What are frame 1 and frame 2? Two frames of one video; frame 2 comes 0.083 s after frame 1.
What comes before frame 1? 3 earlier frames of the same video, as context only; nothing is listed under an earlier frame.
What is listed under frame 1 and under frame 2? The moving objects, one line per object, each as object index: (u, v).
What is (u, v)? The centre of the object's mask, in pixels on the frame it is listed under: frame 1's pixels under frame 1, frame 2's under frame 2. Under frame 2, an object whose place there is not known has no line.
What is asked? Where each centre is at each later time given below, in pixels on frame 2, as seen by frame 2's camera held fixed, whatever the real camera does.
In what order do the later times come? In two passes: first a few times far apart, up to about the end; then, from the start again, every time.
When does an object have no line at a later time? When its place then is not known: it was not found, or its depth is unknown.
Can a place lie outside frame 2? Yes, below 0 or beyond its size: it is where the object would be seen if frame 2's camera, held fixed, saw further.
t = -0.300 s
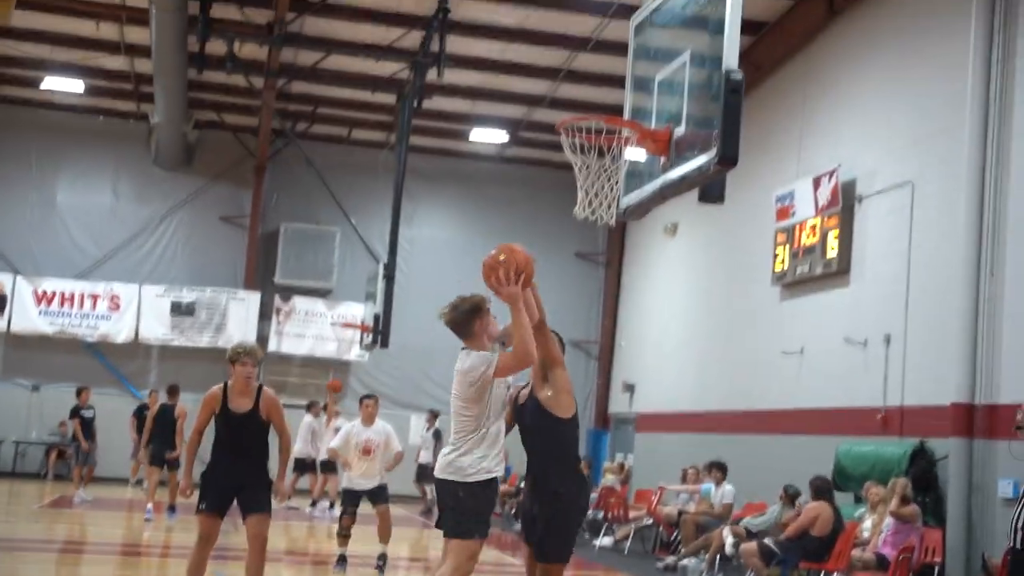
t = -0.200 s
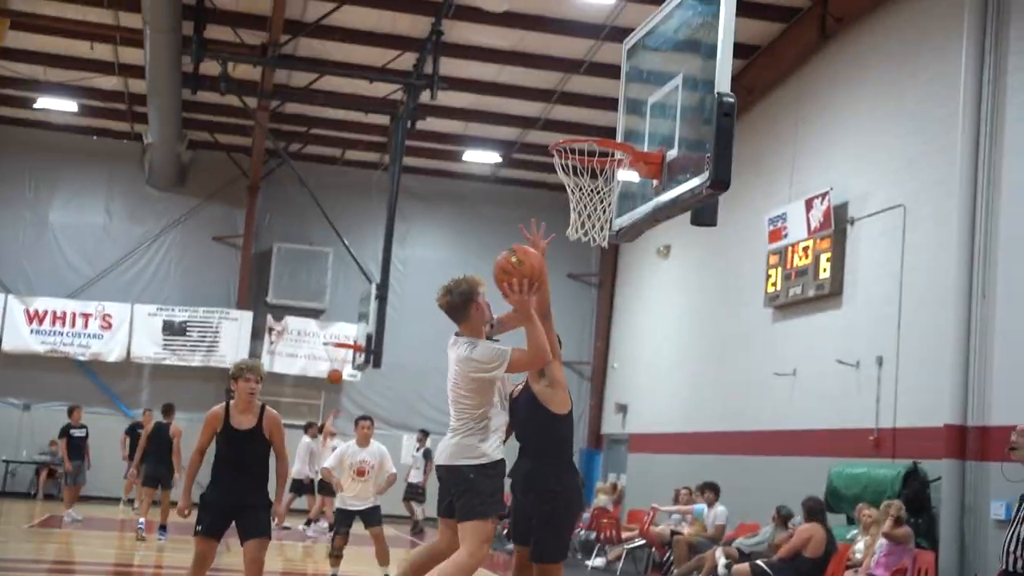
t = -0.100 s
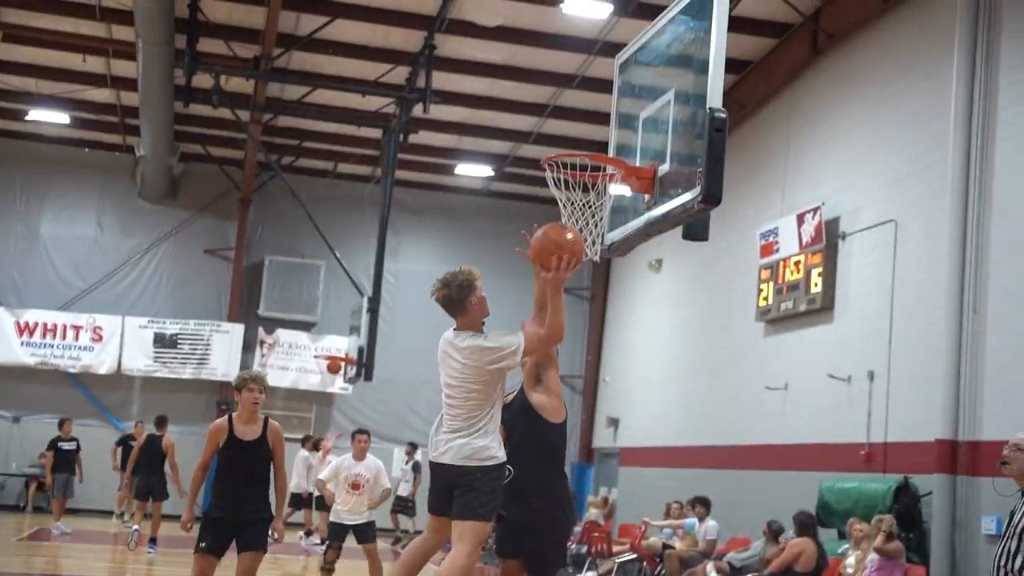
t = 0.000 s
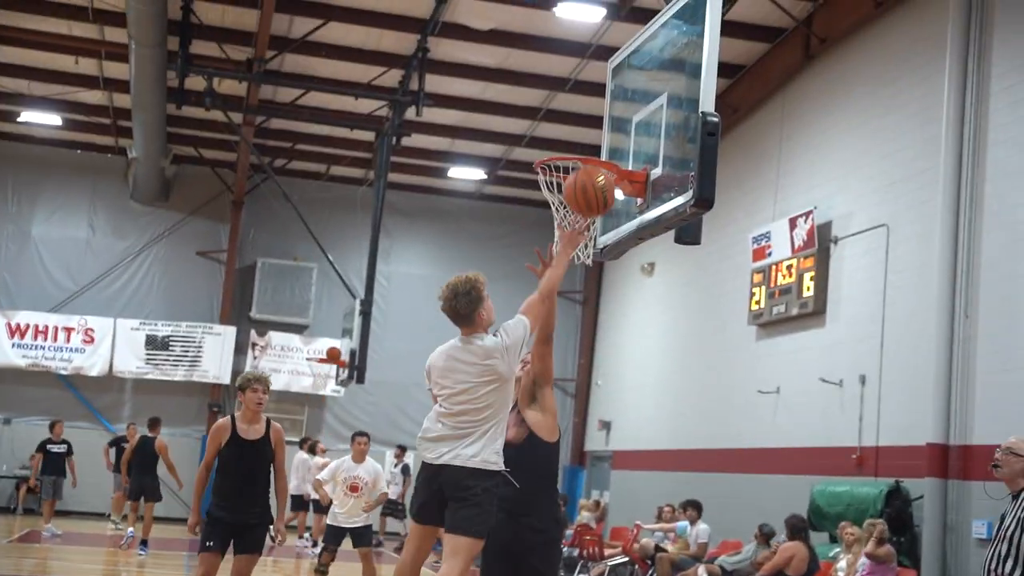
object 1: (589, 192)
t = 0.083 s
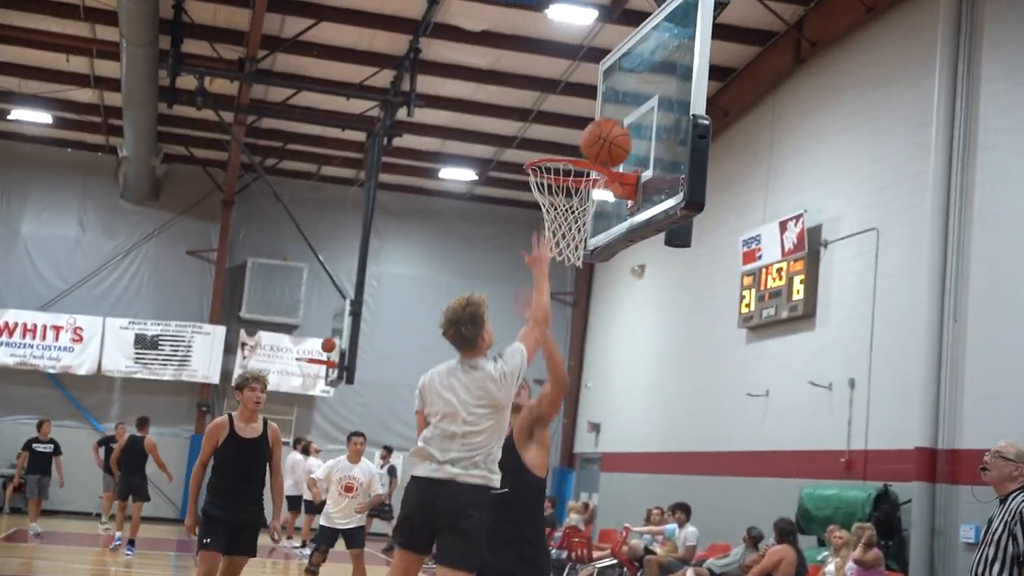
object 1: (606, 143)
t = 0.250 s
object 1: (647, 91)
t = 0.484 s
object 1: (599, 93)
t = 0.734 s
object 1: (531, 117)
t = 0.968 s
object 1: (483, 133)
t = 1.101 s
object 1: (450, 185)
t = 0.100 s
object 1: (611, 135)
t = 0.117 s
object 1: (615, 127)
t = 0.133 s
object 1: (619, 121)
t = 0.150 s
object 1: (623, 115)
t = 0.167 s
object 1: (628, 109)
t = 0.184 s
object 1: (632, 105)
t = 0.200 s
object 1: (636, 100)
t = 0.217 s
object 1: (640, 97)
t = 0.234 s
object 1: (643, 94)
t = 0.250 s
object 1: (647, 91)
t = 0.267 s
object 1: (651, 89)
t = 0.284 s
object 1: (654, 88)
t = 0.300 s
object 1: (657, 87)
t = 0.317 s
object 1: (656, 86)
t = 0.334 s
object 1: (651, 84)
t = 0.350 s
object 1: (645, 83)
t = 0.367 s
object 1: (639, 83)
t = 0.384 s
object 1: (634, 83)
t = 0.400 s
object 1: (627, 83)
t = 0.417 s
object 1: (622, 84)
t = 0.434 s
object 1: (616, 86)
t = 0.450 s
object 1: (611, 88)
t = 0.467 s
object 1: (605, 90)
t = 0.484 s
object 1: (599, 93)
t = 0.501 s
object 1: (594, 96)
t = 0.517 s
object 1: (588, 100)
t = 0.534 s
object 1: (582, 105)
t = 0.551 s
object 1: (577, 109)
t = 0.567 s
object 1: (571, 115)
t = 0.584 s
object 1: (564, 121)
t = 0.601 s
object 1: (559, 128)
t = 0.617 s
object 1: (553, 133)
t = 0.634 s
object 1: (548, 138)
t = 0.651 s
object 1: (546, 135)
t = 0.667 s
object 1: (543, 131)
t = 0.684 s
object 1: (539, 127)
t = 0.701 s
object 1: (537, 123)
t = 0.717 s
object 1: (533, 120)
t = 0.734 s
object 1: (531, 117)
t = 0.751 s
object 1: (527, 115)
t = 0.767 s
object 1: (524, 114)
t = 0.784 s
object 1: (521, 113)
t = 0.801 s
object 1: (518, 112)
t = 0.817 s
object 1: (515, 112)
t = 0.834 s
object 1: (511, 112)
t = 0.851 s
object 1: (508, 114)
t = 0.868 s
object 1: (505, 114)
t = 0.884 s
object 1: (501, 117)
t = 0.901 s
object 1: (497, 119)
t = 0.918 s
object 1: (494, 121)
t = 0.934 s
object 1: (490, 125)
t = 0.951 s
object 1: (487, 128)
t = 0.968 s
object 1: (483, 133)
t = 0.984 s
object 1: (479, 138)
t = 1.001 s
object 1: (475, 143)
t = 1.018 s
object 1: (472, 149)
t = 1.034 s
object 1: (468, 154)
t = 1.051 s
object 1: (464, 161)
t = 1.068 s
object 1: (459, 169)
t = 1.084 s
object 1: (455, 177)
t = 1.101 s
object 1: (450, 185)
